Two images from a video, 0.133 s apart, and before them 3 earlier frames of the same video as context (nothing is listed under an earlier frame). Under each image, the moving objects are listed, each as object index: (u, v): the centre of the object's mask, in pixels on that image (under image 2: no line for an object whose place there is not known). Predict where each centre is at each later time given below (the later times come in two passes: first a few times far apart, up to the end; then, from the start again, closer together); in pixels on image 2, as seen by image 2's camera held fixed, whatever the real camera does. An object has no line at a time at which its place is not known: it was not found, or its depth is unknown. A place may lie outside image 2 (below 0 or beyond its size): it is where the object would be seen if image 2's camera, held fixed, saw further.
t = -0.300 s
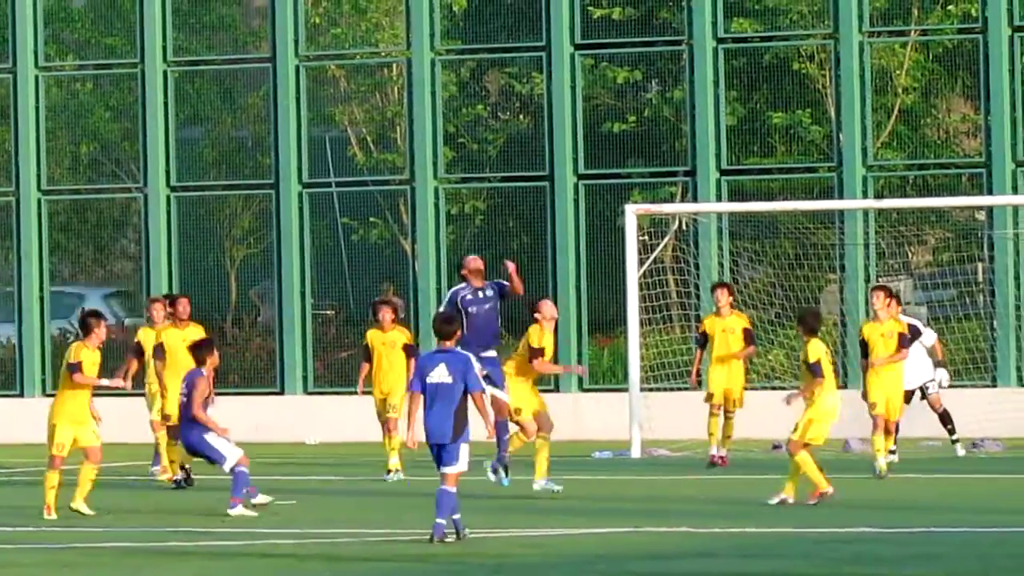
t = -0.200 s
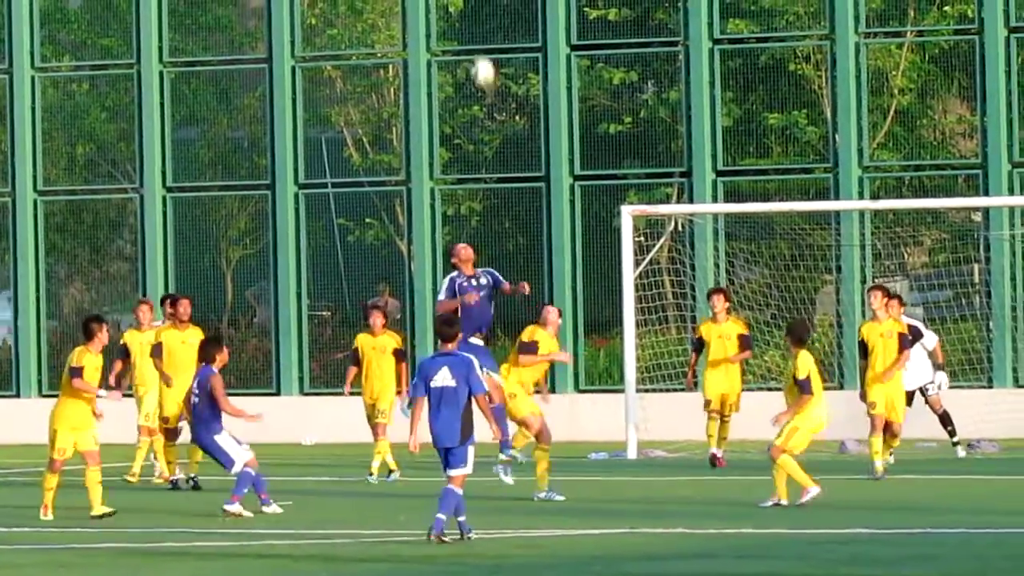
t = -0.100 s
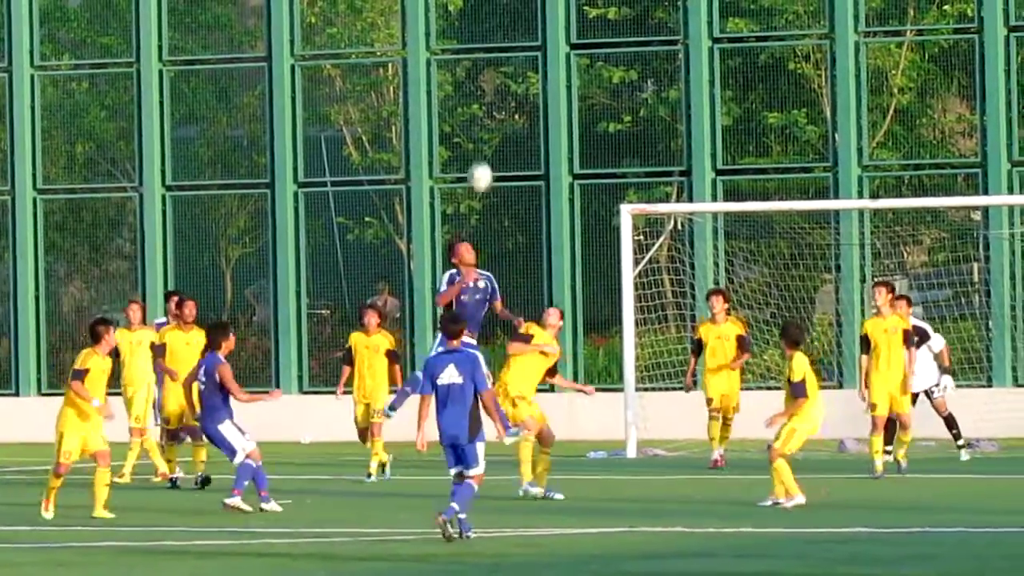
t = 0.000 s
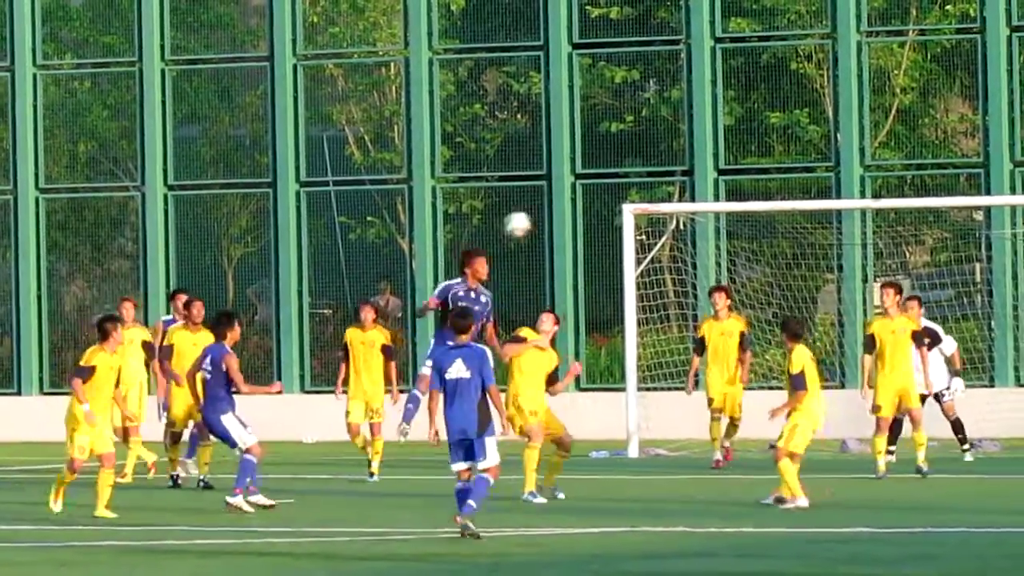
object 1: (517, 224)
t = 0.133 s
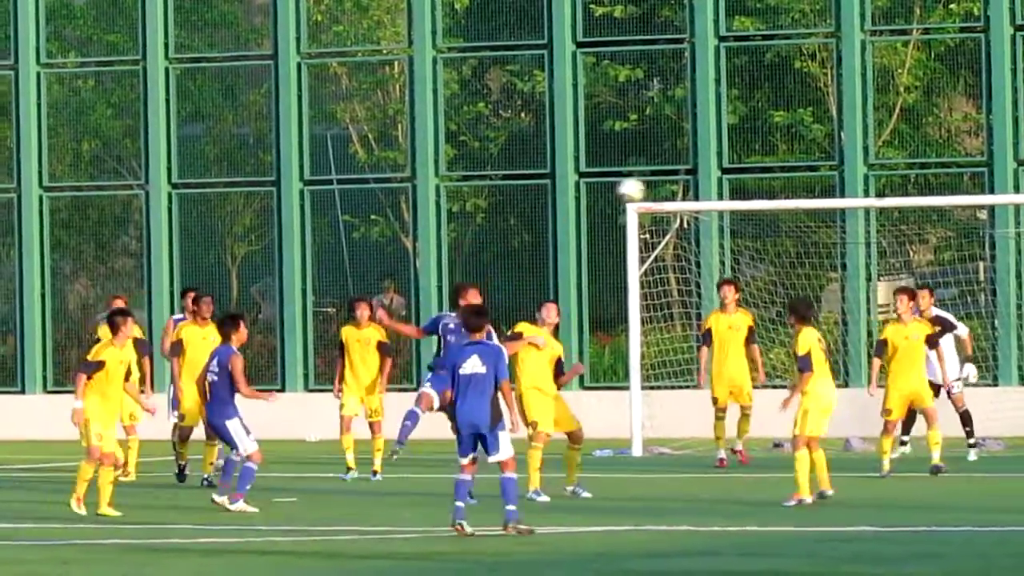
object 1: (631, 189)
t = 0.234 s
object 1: (715, 179)
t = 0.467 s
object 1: (908, 201)
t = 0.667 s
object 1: (1083, 275)
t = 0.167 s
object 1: (659, 185)
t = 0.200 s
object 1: (687, 181)
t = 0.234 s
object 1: (715, 179)
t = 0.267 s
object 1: (742, 178)
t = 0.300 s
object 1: (770, 179)
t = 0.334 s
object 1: (798, 180)
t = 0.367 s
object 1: (825, 184)
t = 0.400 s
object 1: (853, 189)
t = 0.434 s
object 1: (879, 194)
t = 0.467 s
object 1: (908, 201)
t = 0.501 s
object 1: (937, 211)
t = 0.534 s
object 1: (966, 221)
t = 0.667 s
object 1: (1083, 275)
